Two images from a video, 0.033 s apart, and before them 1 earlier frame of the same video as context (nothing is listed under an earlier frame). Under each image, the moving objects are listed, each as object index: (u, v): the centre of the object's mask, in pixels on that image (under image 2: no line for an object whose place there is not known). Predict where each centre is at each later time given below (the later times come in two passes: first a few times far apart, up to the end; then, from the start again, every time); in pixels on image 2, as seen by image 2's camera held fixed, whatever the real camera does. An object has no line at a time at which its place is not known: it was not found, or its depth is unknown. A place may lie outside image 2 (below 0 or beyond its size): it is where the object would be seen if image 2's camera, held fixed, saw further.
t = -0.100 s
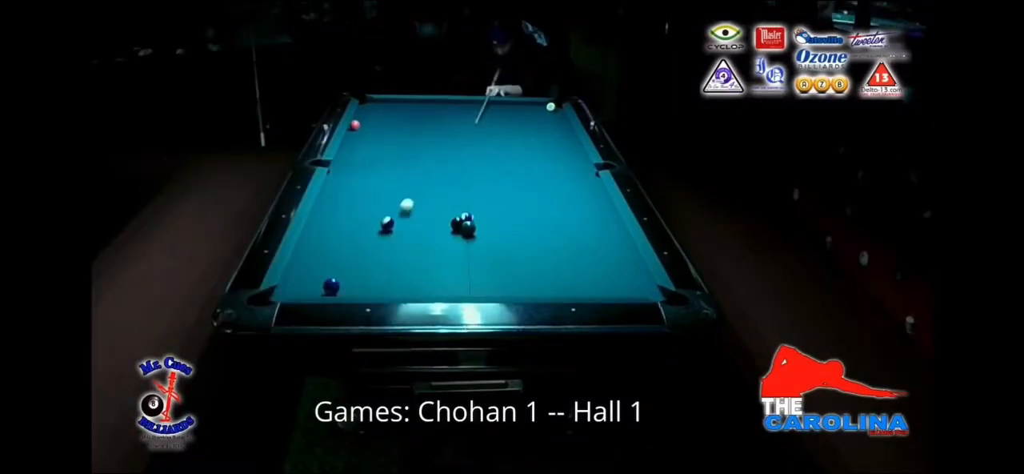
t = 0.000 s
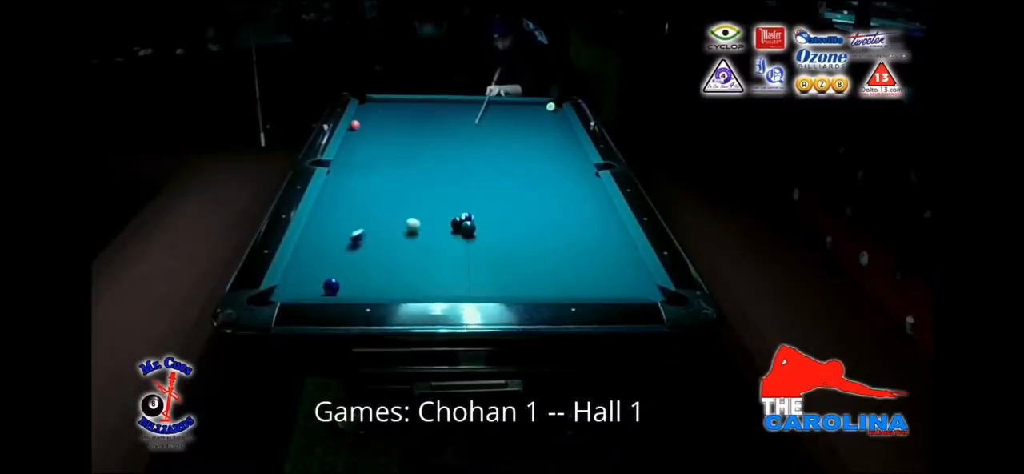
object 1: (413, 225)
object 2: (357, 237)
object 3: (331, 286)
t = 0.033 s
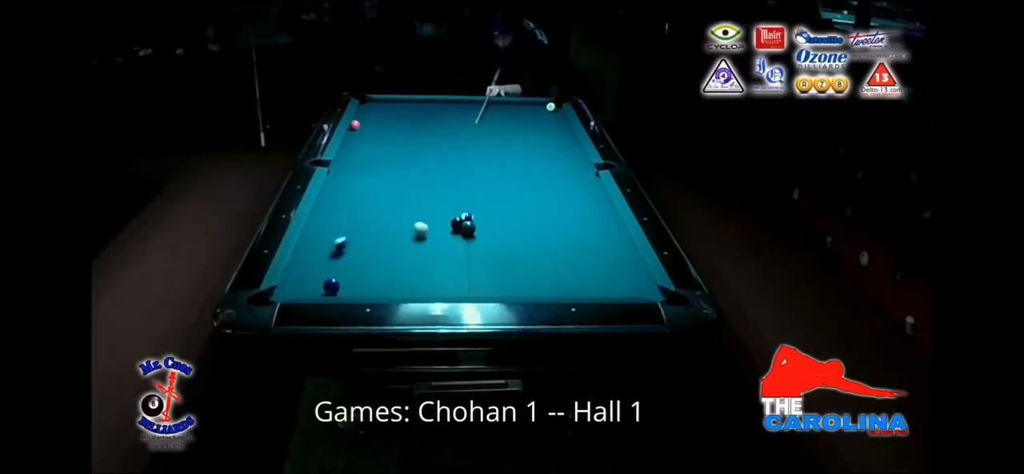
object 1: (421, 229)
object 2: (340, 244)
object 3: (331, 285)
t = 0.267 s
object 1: (466, 266)
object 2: (314, 285)
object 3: (331, 286)
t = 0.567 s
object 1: (528, 279)
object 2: (339, 286)
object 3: (380, 290)
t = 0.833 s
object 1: (576, 253)
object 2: (372, 272)
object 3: (417, 290)
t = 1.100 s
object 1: (616, 232)
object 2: (402, 257)
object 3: (448, 289)
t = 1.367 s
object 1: (589, 215)
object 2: (428, 247)
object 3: (476, 287)
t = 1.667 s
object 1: (553, 198)
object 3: (507, 284)
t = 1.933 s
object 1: (524, 185)
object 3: (531, 283)
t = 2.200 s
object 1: (499, 173)
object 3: (554, 281)
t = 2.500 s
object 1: (474, 161)
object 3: (577, 279)
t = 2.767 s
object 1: (454, 153)
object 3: (596, 278)
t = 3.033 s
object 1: (436, 145)
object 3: (613, 276)
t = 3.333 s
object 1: (417, 136)
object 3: (630, 274)
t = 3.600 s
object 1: (402, 130)
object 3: (642, 274)
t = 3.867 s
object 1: (389, 124)
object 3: (634, 273)
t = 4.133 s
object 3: (628, 273)
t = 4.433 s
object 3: (623, 272)
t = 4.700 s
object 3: (620, 272)
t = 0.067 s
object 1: (428, 233)
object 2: (322, 254)
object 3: (331, 286)
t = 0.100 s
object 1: (435, 238)
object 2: (306, 262)
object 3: (331, 286)
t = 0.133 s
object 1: (441, 242)
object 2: (292, 269)
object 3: (331, 285)
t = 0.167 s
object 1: (447, 248)
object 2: (298, 273)
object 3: (331, 286)
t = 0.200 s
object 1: (453, 254)
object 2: (302, 276)
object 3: (331, 286)
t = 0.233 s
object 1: (459, 260)
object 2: (309, 280)
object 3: (331, 286)
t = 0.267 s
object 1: (466, 266)
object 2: (314, 285)
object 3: (331, 286)
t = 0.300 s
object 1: (472, 271)
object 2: (313, 287)
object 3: (337, 286)
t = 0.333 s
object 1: (479, 278)
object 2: (313, 289)
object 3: (343, 287)
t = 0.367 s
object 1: (486, 284)
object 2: (312, 290)
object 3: (349, 287)
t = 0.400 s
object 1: (494, 289)
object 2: (317, 290)
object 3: (354, 288)
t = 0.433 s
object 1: (501, 290)
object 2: (322, 289)
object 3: (359, 288)
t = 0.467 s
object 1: (508, 288)
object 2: (326, 288)
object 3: (365, 289)
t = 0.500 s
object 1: (515, 286)
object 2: (331, 287)
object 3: (370, 289)
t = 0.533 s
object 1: (522, 283)
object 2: (335, 287)
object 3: (375, 290)
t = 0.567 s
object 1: (528, 279)
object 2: (339, 286)
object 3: (380, 290)
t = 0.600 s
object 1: (535, 275)
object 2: (342, 285)
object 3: (385, 290)
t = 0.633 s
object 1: (541, 272)
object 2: (347, 283)
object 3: (390, 291)
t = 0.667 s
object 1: (547, 268)
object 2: (351, 281)
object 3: (396, 291)
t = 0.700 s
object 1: (553, 265)
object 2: (356, 277)
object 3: (401, 292)
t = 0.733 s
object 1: (559, 262)
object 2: (360, 276)
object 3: (405, 291)
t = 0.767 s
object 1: (565, 259)
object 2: (364, 273)
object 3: (409, 291)
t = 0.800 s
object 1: (570, 256)
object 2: (369, 272)
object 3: (413, 291)
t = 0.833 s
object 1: (576, 253)
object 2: (372, 272)
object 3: (417, 290)
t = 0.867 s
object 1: (581, 250)
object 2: (376, 269)
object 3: (421, 290)
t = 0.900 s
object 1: (586, 248)
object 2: (380, 267)
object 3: (425, 290)
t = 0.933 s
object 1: (592, 245)
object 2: (383, 266)
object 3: (429, 290)
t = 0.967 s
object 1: (597, 242)
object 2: (387, 264)
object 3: (433, 290)
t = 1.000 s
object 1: (602, 240)
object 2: (391, 262)
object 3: (437, 289)
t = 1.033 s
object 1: (606, 237)
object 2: (395, 261)
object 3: (440, 289)
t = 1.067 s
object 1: (611, 235)
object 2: (398, 259)
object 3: (444, 289)
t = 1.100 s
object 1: (616, 232)
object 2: (402, 257)
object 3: (448, 289)
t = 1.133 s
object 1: (620, 229)
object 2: (405, 256)
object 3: (452, 289)
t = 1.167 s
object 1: (615, 227)
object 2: (408, 255)
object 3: (455, 288)
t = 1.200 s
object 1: (611, 225)
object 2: (412, 253)
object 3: (459, 288)
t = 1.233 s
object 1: (606, 223)
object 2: (415, 252)
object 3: (463, 288)
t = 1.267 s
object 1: (602, 221)
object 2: (419, 251)
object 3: (466, 287)
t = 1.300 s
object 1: (598, 219)
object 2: (422, 250)
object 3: (470, 287)
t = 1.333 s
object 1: (593, 217)
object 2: (425, 248)
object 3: (473, 287)
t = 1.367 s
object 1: (589, 215)
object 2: (428, 247)
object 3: (476, 287)
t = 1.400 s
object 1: (585, 212)
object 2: (431, 246)
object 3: (480, 286)
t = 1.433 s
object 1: (580, 210)
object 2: (435, 244)
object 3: (484, 286)
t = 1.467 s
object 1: (576, 209)
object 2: (437, 243)
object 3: (487, 286)
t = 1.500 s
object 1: (572, 207)
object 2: (440, 242)
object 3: (490, 286)
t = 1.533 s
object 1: (568, 205)
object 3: (494, 286)
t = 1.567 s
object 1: (564, 203)
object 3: (497, 285)
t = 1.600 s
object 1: (560, 201)
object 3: (500, 285)
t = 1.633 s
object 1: (556, 199)
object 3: (503, 285)
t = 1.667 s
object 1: (553, 198)
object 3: (507, 284)
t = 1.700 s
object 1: (549, 196)
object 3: (510, 284)
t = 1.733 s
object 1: (545, 194)
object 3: (513, 284)
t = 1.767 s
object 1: (542, 193)
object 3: (516, 284)
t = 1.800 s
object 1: (538, 191)
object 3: (519, 283)
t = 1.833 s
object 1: (535, 189)
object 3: (522, 283)
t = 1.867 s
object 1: (531, 188)
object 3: (525, 284)
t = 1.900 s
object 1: (528, 186)
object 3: (528, 283)
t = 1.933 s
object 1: (524, 185)
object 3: (531, 283)
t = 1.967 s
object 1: (521, 183)
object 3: (534, 282)
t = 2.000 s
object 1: (518, 182)
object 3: (537, 282)
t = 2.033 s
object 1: (515, 180)
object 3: (540, 282)
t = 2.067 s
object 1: (511, 179)
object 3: (543, 282)
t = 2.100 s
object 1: (508, 177)
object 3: (546, 281)
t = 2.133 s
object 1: (505, 176)
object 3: (548, 281)
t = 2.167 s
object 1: (502, 175)
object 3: (551, 281)
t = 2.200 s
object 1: (499, 173)
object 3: (554, 281)
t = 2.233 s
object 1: (496, 172)
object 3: (557, 281)
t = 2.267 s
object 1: (493, 171)
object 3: (559, 281)
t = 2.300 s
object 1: (490, 169)
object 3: (562, 280)
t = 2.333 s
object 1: (487, 168)
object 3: (565, 280)
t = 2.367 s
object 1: (485, 167)
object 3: (567, 280)
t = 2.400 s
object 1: (482, 165)
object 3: (570, 280)
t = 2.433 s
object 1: (479, 164)
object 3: (572, 280)
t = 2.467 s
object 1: (476, 163)
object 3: (575, 280)
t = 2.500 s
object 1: (474, 161)
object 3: (577, 279)
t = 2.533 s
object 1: (471, 160)
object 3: (580, 279)
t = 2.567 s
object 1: (469, 159)
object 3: (582, 279)
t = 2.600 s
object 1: (466, 158)
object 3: (585, 279)
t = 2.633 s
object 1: (463, 157)
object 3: (587, 278)
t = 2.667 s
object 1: (461, 156)
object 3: (589, 278)
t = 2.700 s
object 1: (459, 154)
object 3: (592, 278)
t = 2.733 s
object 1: (456, 154)
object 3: (594, 278)
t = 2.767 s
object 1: (454, 153)
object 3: (596, 278)
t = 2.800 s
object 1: (451, 151)
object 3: (598, 277)
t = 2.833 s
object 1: (449, 150)
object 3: (600, 277)
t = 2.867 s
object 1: (447, 149)
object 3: (603, 277)
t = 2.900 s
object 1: (444, 149)
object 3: (605, 277)
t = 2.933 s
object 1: (442, 147)
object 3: (607, 276)
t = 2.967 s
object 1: (440, 146)
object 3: (609, 276)
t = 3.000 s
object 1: (438, 146)
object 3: (611, 276)
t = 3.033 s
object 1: (436, 145)
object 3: (613, 276)
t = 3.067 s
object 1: (433, 143)
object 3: (615, 275)
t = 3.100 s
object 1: (431, 142)
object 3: (617, 275)
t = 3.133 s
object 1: (429, 141)
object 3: (619, 275)
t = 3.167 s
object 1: (427, 140)
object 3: (621, 275)
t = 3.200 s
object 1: (425, 140)
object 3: (622, 275)
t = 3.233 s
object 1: (423, 139)
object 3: (624, 275)
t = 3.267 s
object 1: (421, 138)
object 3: (626, 274)
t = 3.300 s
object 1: (419, 137)
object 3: (628, 274)
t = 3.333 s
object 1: (417, 136)
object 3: (630, 274)
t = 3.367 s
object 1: (415, 135)
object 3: (632, 274)
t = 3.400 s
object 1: (413, 134)
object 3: (633, 274)
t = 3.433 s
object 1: (411, 134)
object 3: (635, 274)
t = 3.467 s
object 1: (409, 133)
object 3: (637, 274)
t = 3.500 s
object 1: (408, 132)
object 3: (638, 274)
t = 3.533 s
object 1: (406, 131)
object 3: (640, 274)
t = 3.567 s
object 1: (404, 130)
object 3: (642, 274)
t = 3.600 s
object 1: (402, 130)
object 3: (642, 274)
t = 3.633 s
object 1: (401, 129)
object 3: (641, 273)
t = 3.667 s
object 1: (399, 128)
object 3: (640, 273)
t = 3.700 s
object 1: (397, 127)
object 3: (639, 273)
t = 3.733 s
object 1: (395, 127)
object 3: (638, 273)
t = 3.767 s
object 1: (394, 126)
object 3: (637, 273)
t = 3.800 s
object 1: (392, 125)
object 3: (636, 273)
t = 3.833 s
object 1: (390, 125)
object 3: (635, 273)
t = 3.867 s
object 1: (389, 124)
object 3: (634, 273)
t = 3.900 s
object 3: (633, 273)
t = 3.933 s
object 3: (632, 273)
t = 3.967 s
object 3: (632, 273)
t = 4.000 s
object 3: (631, 272)
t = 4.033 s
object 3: (630, 273)
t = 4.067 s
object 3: (629, 272)
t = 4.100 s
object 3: (629, 272)
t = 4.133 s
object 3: (628, 273)
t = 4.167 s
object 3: (627, 272)
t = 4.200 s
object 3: (627, 272)
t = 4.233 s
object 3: (626, 272)
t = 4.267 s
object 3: (625, 272)
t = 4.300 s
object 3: (625, 272)
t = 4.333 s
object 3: (624, 272)
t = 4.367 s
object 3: (624, 272)
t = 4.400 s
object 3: (623, 272)
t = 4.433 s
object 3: (623, 272)
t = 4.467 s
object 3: (622, 272)
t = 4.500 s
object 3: (622, 272)
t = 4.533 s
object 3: (622, 272)
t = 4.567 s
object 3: (621, 272)
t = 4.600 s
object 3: (621, 272)
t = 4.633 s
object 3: (621, 272)
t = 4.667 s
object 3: (620, 272)
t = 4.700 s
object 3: (620, 272)
